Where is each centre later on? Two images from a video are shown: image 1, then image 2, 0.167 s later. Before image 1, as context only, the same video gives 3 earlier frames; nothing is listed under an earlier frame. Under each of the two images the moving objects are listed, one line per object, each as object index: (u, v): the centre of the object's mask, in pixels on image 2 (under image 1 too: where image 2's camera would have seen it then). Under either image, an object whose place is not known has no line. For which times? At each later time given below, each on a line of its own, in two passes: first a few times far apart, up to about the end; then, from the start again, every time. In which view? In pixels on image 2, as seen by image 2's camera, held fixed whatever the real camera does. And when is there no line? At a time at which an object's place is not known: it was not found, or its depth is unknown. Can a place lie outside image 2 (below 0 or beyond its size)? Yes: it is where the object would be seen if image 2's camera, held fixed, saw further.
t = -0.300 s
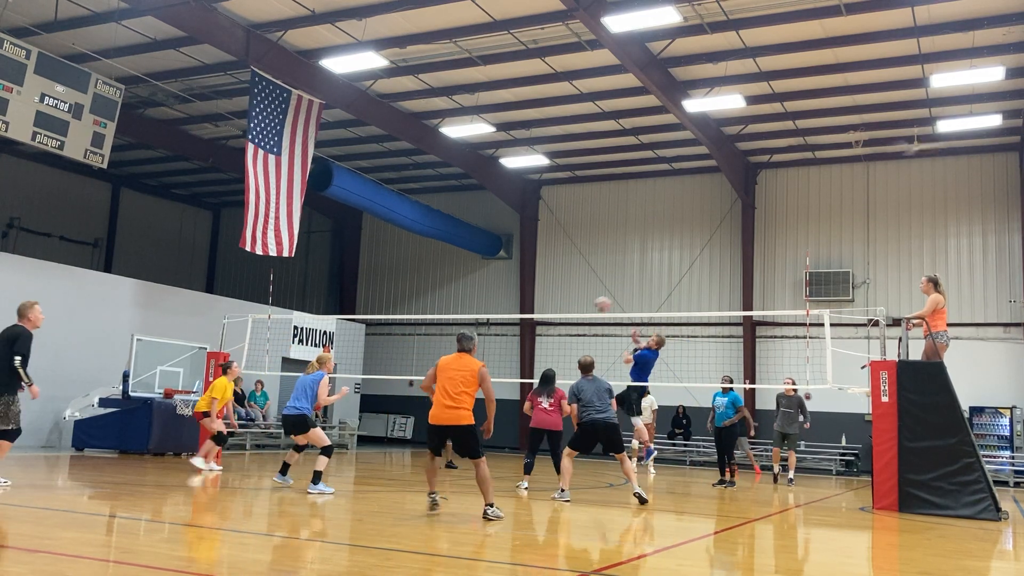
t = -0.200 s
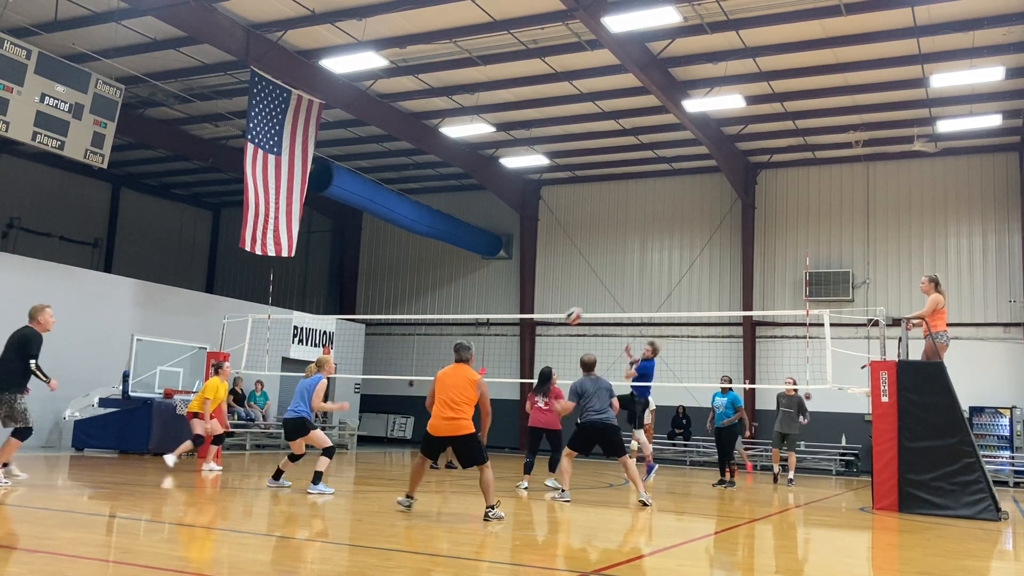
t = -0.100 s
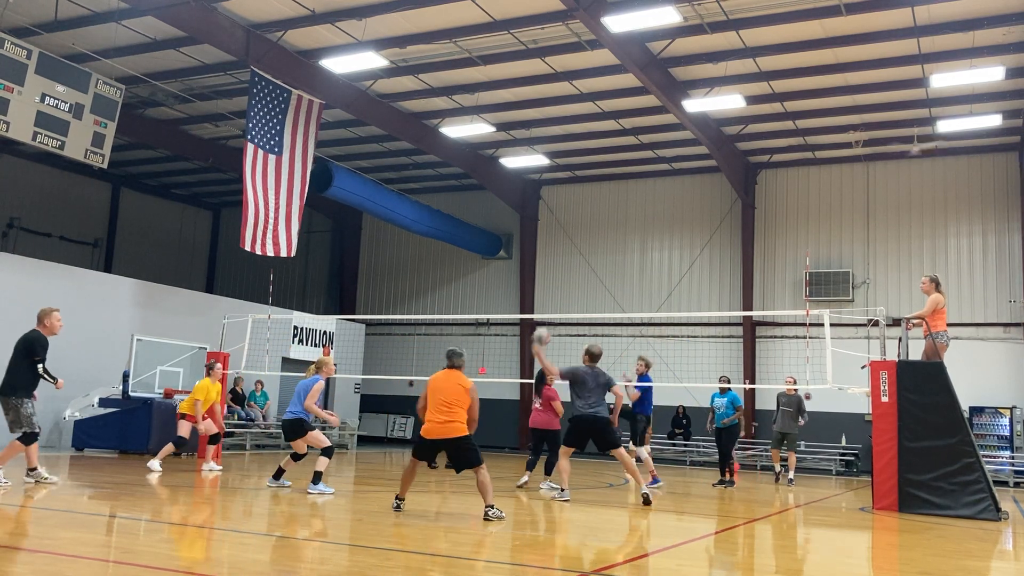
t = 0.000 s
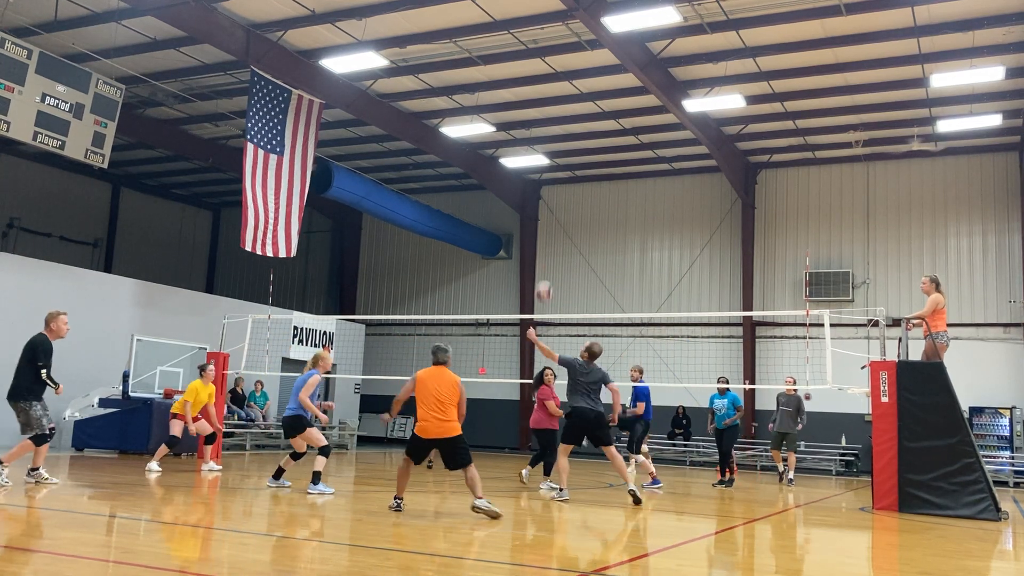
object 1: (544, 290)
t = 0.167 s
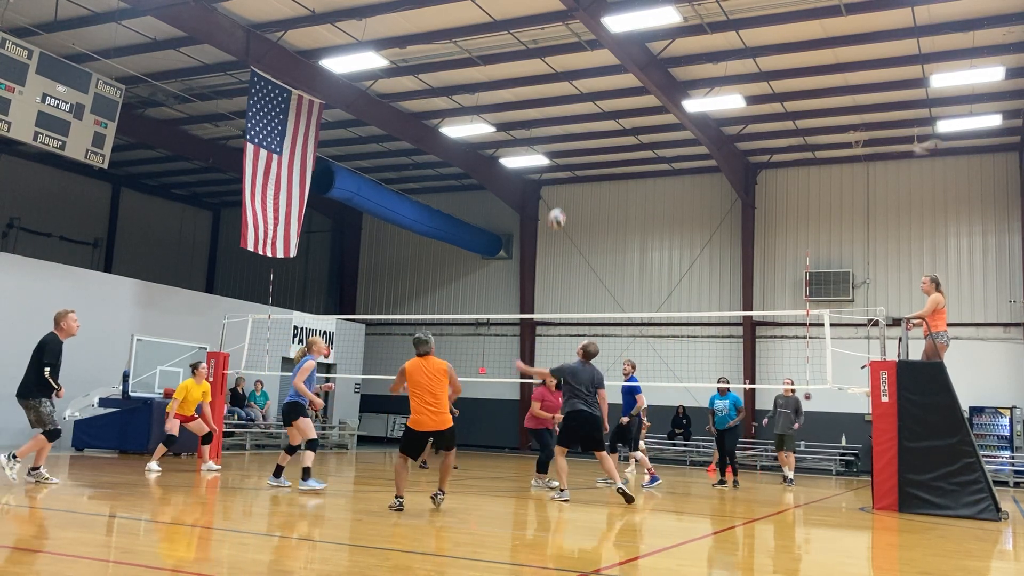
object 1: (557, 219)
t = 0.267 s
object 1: (563, 186)
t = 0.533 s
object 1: (581, 138)
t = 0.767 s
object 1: (593, 142)
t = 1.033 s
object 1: (604, 197)
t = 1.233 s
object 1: (611, 273)
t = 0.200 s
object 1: (559, 206)
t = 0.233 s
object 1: (561, 196)
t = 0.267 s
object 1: (563, 186)
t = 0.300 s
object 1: (565, 176)
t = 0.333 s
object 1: (568, 168)
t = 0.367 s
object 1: (570, 162)
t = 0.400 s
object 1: (573, 155)
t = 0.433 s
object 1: (574, 150)
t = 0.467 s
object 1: (577, 145)
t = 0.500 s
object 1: (579, 142)
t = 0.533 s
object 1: (581, 138)
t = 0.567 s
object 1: (582, 136)
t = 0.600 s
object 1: (584, 135)
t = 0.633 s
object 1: (586, 135)
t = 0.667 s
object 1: (588, 135)
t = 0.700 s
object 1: (589, 137)
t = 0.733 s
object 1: (591, 139)
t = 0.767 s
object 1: (593, 142)
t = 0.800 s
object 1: (594, 146)
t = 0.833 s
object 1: (596, 150)
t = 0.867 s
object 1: (597, 157)
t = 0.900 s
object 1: (599, 163)
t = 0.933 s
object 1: (600, 170)
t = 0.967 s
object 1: (602, 179)
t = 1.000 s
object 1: (603, 187)
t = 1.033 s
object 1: (604, 197)
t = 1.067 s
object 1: (605, 207)
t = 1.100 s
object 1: (606, 220)
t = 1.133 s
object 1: (607, 231)
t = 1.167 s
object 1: (608, 245)
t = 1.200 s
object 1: (610, 259)
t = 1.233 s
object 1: (611, 273)
